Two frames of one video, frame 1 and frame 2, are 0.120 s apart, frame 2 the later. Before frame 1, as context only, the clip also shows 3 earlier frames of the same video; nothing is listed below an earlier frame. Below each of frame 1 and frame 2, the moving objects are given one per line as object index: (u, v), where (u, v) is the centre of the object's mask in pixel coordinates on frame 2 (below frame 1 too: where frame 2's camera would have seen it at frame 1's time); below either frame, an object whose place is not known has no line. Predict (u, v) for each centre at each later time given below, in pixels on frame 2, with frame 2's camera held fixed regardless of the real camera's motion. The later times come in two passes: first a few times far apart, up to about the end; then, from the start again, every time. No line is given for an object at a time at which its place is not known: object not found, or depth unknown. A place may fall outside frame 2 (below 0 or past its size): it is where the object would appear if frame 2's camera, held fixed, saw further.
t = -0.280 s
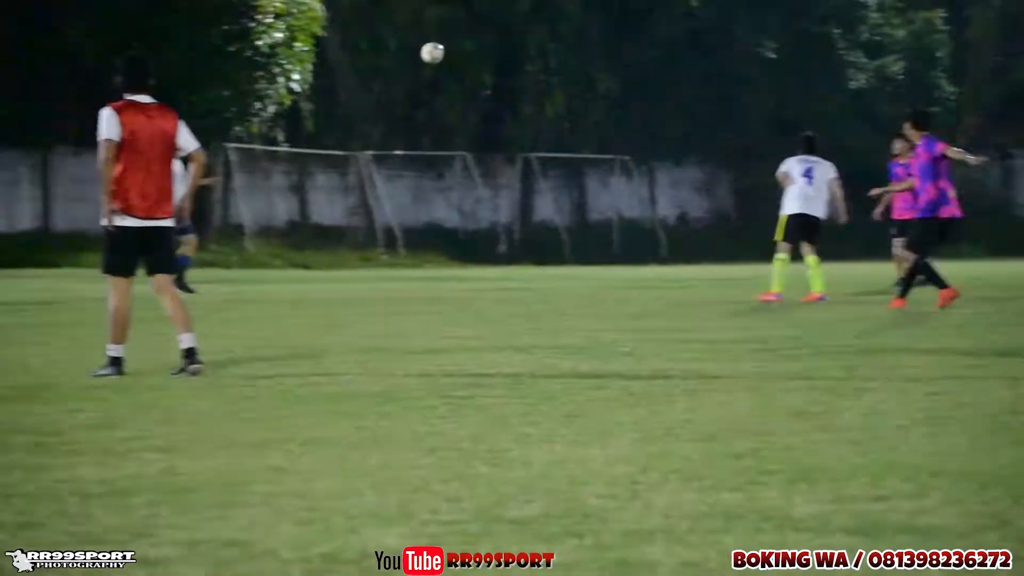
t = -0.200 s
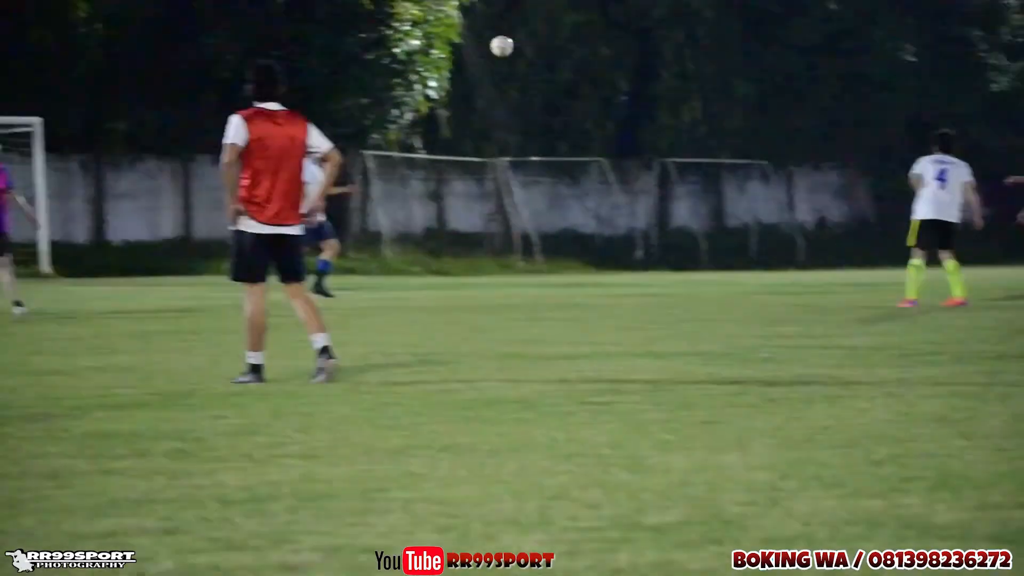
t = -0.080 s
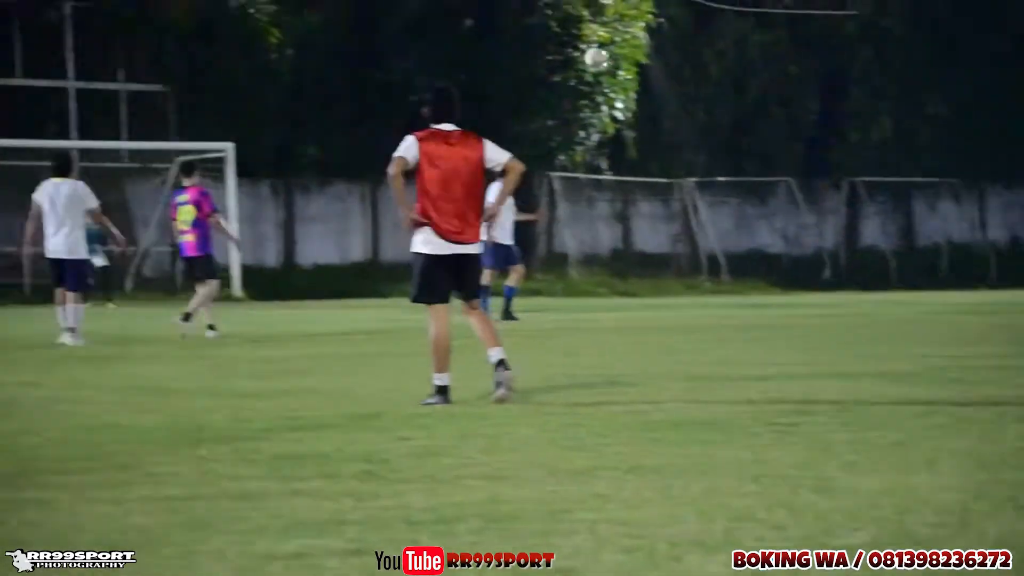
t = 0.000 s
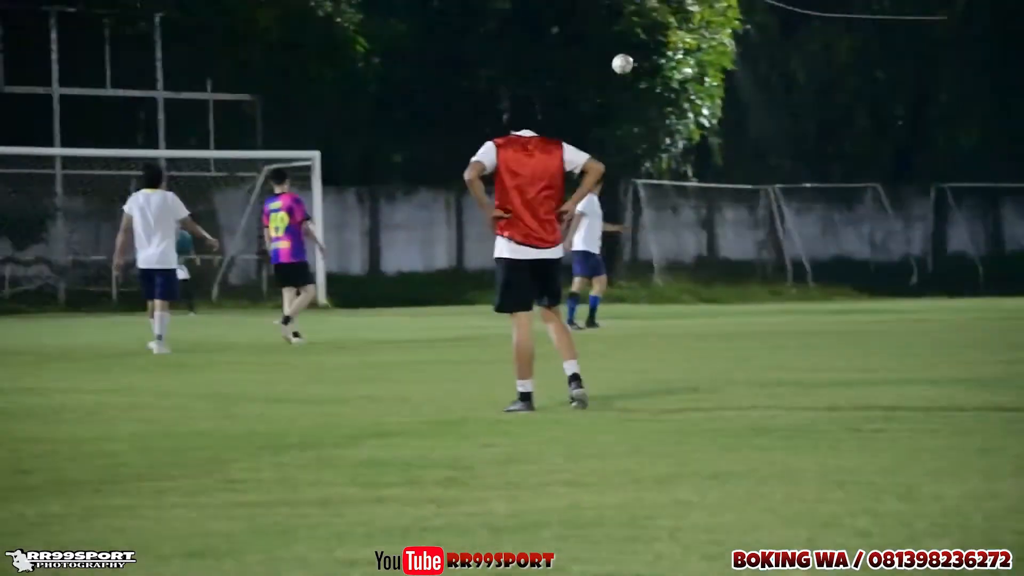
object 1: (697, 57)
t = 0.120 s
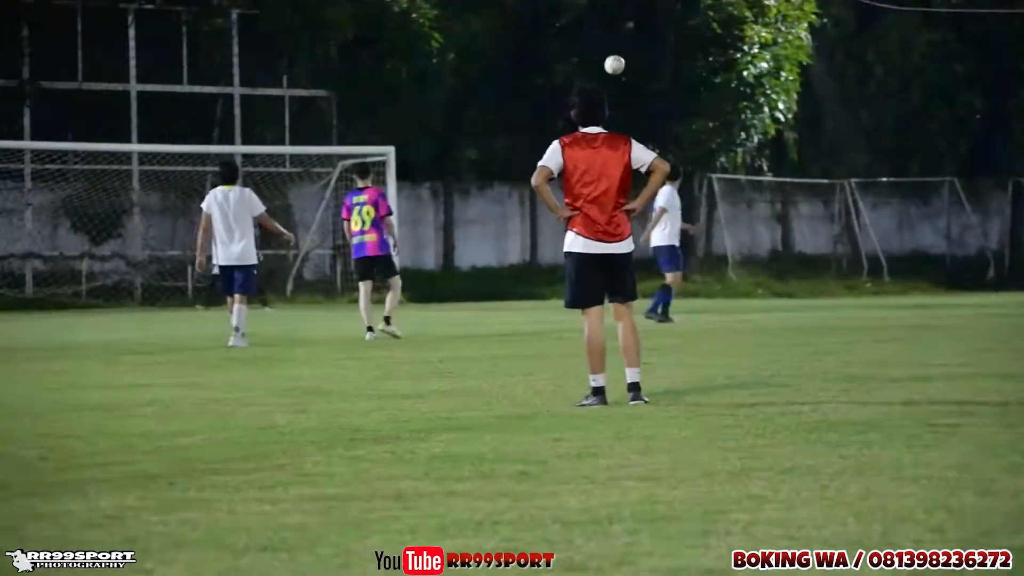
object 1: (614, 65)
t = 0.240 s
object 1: (536, 79)
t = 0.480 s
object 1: (392, 125)
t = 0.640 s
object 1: (301, 169)
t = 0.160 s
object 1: (588, 69)
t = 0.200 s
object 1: (562, 73)
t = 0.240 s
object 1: (536, 79)
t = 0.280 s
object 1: (511, 85)
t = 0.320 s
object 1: (486, 92)
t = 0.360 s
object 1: (462, 99)
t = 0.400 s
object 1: (438, 107)
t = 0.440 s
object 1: (415, 116)
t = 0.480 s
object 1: (392, 125)
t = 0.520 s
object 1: (369, 135)
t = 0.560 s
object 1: (346, 145)
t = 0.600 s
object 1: (324, 158)
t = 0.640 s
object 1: (301, 169)
